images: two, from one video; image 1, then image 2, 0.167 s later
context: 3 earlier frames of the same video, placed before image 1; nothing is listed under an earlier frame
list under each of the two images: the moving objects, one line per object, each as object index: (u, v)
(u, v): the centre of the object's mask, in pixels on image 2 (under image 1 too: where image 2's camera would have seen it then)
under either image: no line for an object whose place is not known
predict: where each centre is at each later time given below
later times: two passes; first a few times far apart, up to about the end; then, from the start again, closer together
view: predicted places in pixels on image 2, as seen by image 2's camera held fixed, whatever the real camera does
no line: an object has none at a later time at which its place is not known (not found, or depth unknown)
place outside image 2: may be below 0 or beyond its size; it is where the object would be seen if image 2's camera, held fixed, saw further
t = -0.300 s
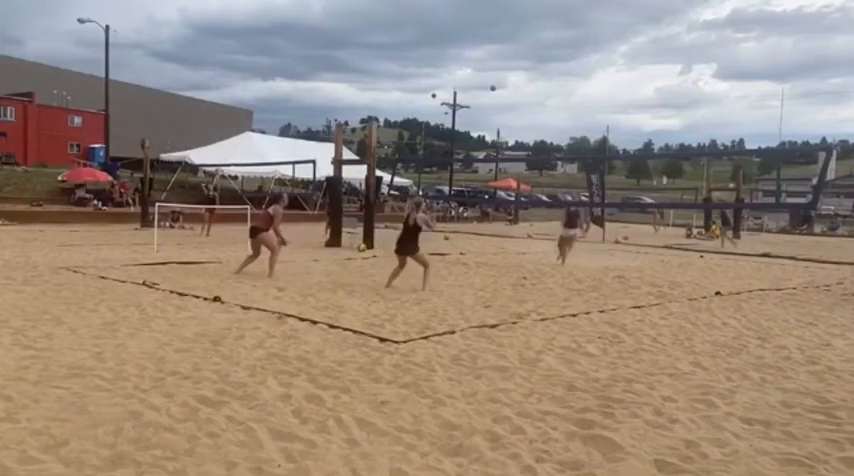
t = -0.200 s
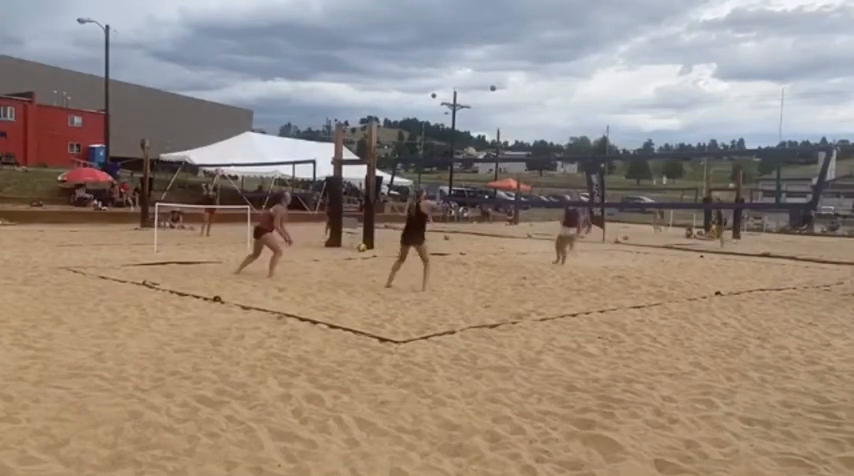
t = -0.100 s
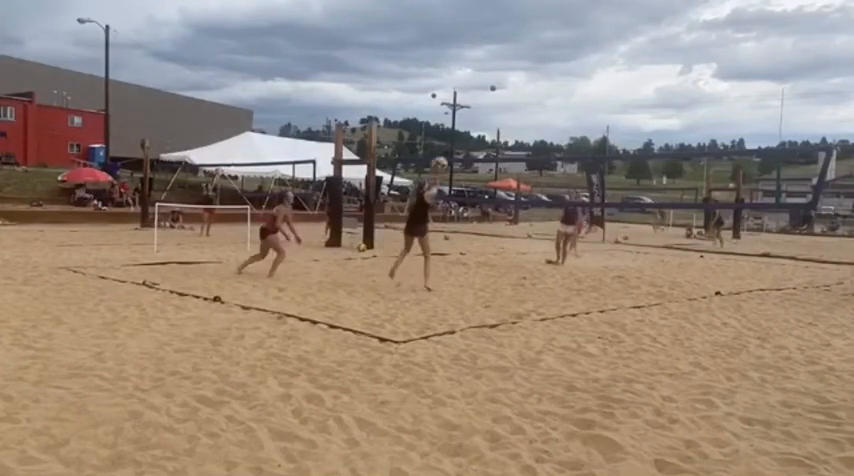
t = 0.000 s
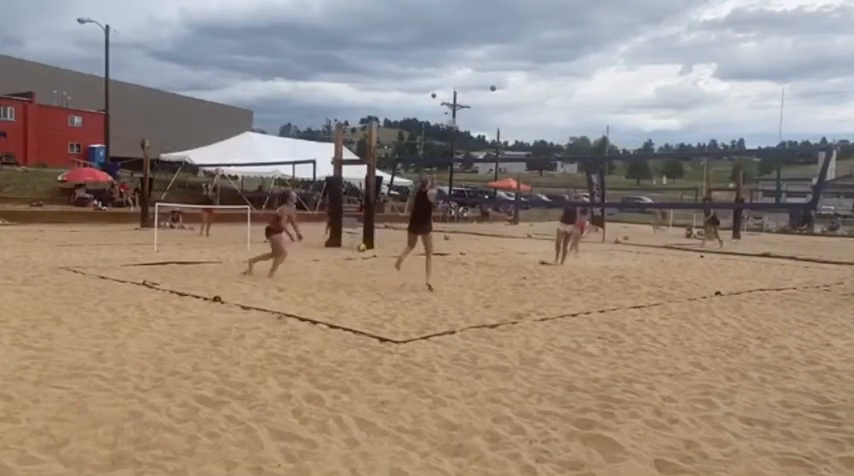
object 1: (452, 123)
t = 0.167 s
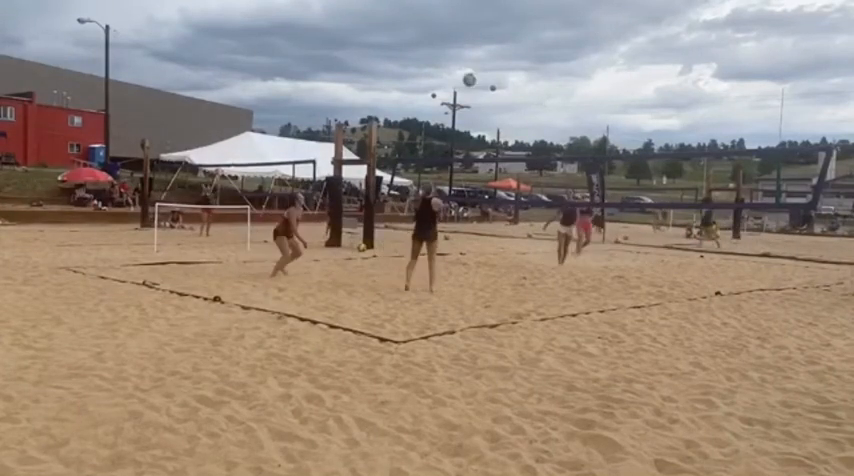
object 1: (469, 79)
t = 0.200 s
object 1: (472, 73)
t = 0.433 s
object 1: (491, 48)
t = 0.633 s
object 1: (505, 52)
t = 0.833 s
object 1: (516, 78)
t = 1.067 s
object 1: (525, 132)
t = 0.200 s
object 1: (472, 73)
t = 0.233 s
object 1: (475, 67)
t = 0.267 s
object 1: (478, 62)
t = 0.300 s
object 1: (481, 57)
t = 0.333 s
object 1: (484, 53)
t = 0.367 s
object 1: (487, 51)
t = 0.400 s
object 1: (489, 49)
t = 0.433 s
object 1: (491, 48)
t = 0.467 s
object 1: (494, 47)
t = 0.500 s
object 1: (496, 47)
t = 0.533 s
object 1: (498, 47)
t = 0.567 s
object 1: (500, 48)
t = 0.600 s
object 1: (503, 49)
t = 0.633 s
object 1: (505, 52)
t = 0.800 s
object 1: (514, 73)
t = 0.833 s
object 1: (516, 78)
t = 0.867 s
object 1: (517, 84)
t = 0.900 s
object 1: (519, 91)
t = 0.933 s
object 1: (520, 99)
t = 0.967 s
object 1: (521, 106)
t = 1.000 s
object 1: (523, 115)
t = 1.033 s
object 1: (524, 123)
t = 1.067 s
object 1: (525, 132)
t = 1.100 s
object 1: (527, 141)
